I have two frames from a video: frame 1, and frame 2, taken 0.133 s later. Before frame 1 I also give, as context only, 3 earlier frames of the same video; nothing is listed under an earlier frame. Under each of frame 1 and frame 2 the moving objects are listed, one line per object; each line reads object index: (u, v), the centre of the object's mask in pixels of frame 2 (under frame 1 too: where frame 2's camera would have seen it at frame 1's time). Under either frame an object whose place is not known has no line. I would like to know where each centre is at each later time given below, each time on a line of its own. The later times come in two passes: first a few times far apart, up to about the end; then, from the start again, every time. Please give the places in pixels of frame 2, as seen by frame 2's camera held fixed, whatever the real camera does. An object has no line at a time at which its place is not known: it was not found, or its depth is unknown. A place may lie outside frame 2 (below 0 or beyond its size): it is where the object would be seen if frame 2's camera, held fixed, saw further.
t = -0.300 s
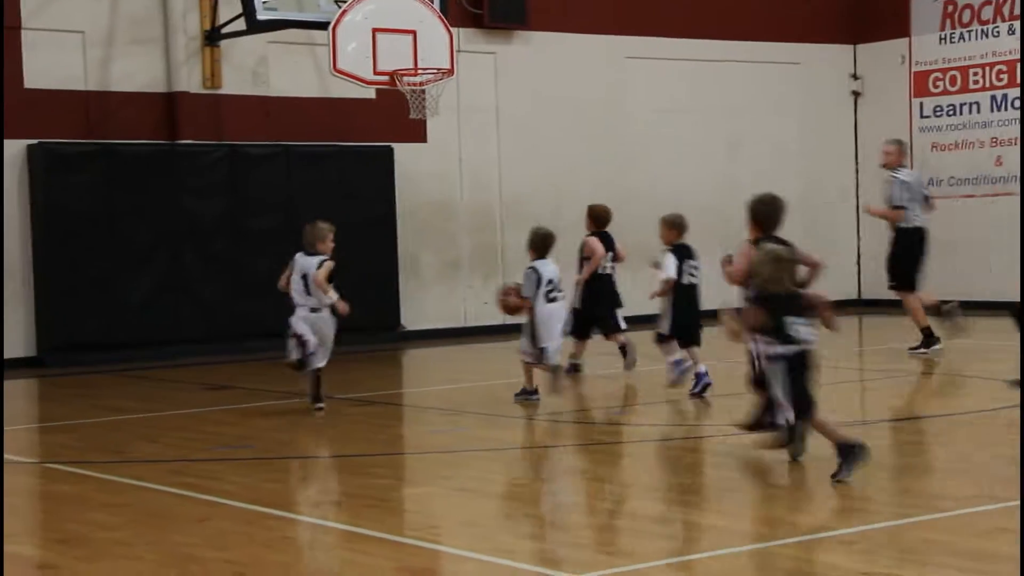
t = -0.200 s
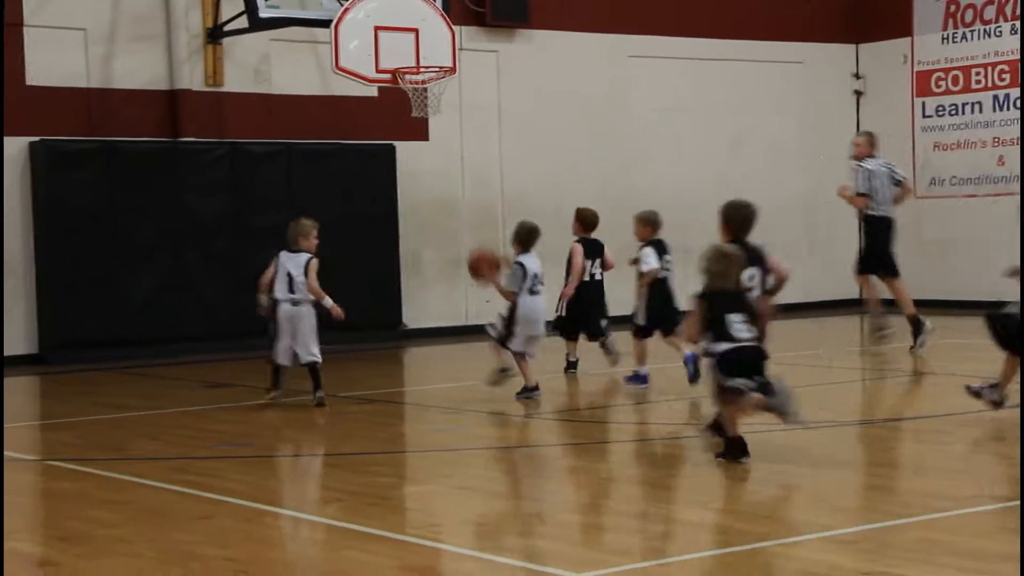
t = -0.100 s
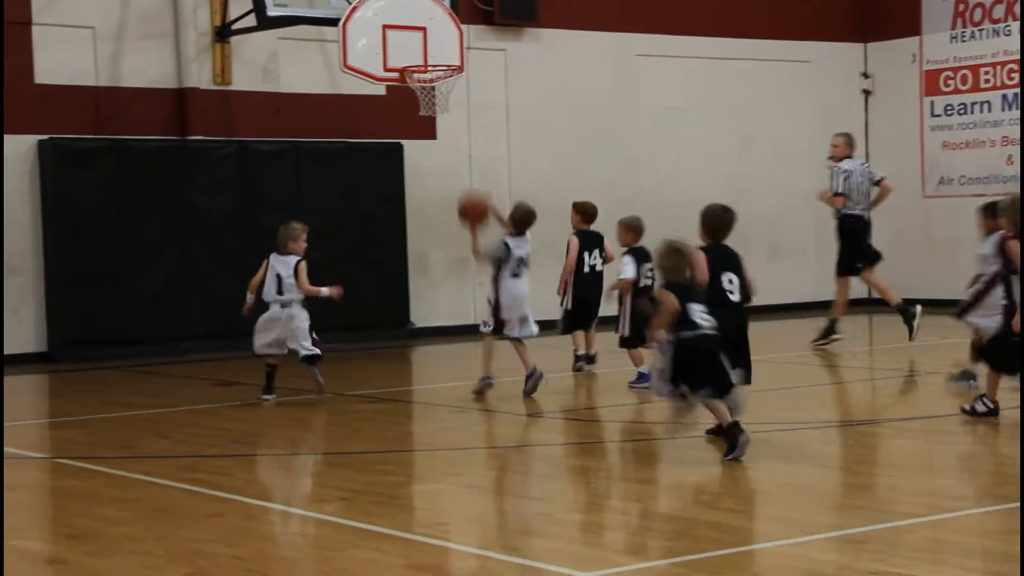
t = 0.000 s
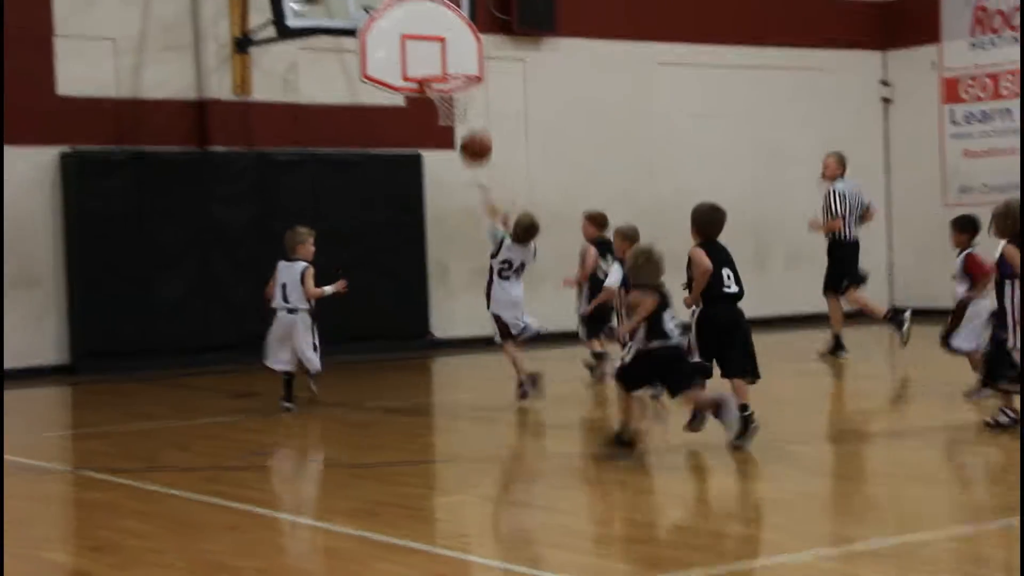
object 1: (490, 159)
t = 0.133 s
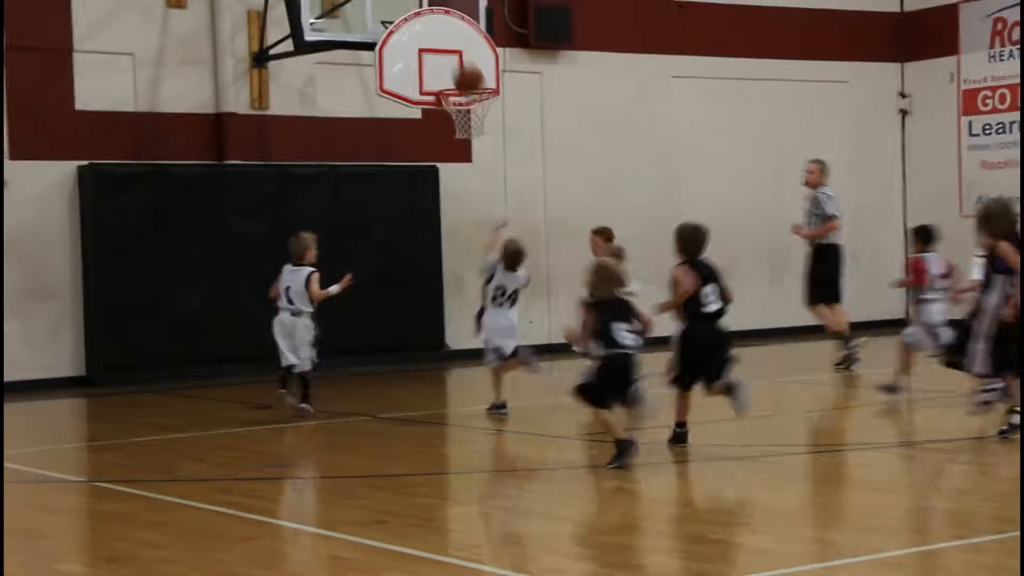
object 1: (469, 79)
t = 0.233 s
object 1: (452, 40)
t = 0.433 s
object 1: (425, 3)
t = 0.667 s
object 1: (398, 29)
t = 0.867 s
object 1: (422, 85)
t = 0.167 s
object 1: (463, 65)
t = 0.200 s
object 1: (458, 51)
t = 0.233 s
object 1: (452, 40)
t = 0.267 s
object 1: (448, 30)
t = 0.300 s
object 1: (443, 21)
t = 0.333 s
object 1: (438, 13)
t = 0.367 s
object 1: (433, 9)
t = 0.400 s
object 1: (429, 5)
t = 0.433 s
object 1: (425, 3)
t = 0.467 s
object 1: (421, 2)
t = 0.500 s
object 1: (416, 4)
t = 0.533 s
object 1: (412, 6)
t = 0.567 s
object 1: (409, 9)
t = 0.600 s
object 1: (406, 14)
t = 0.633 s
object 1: (402, 21)
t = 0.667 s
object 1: (398, 29)
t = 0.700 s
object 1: (396, 37)
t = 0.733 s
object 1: (401, 44)
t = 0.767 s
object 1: (406, 52)
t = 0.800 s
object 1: (411, 62)
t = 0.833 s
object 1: (416, 73)
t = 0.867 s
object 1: (422, 85)
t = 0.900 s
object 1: (429, 101)
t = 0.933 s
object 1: (434, 113)
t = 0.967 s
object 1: (441, 124)
